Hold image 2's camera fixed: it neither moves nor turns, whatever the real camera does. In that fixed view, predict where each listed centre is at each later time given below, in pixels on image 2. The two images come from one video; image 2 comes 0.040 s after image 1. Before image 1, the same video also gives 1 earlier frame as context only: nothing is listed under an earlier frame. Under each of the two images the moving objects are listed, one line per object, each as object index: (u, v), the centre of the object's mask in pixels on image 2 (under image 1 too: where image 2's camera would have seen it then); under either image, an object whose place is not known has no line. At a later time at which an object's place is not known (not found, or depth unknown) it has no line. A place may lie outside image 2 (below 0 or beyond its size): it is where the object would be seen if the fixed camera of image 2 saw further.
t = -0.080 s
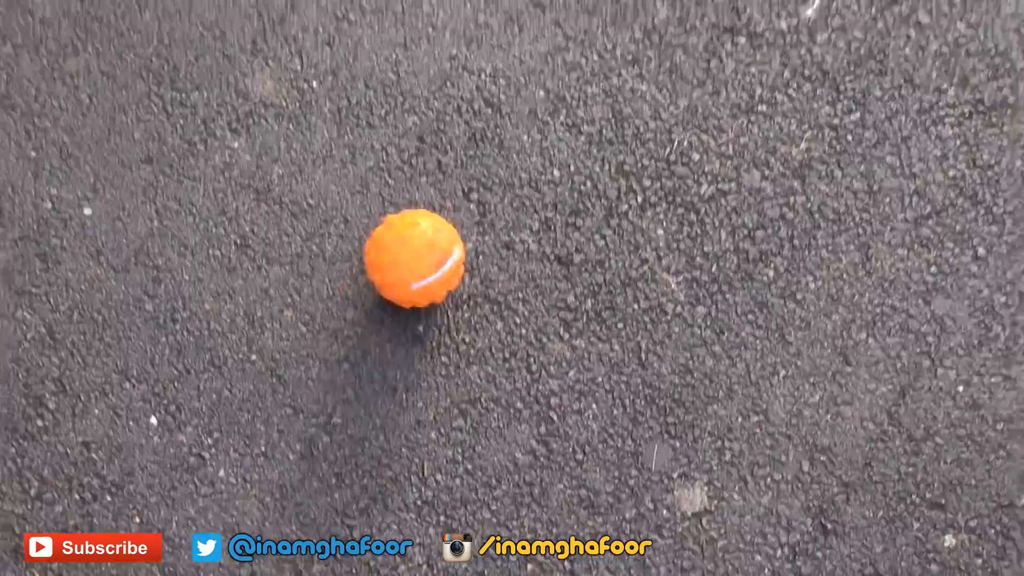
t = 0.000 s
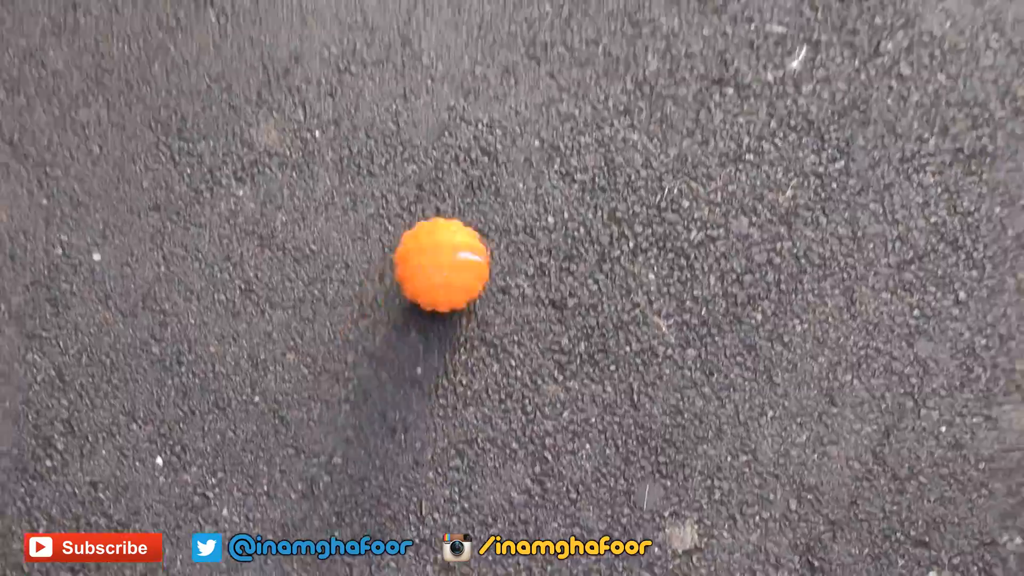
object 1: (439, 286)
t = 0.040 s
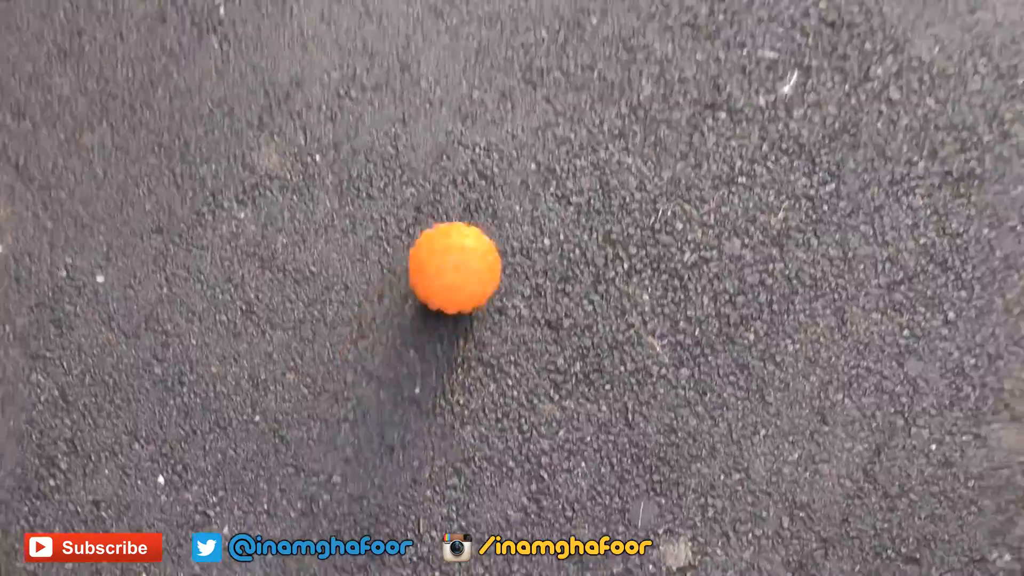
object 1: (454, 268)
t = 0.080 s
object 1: (469, 248)
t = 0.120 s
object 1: (484, 229)
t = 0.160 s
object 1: (501, 209)
